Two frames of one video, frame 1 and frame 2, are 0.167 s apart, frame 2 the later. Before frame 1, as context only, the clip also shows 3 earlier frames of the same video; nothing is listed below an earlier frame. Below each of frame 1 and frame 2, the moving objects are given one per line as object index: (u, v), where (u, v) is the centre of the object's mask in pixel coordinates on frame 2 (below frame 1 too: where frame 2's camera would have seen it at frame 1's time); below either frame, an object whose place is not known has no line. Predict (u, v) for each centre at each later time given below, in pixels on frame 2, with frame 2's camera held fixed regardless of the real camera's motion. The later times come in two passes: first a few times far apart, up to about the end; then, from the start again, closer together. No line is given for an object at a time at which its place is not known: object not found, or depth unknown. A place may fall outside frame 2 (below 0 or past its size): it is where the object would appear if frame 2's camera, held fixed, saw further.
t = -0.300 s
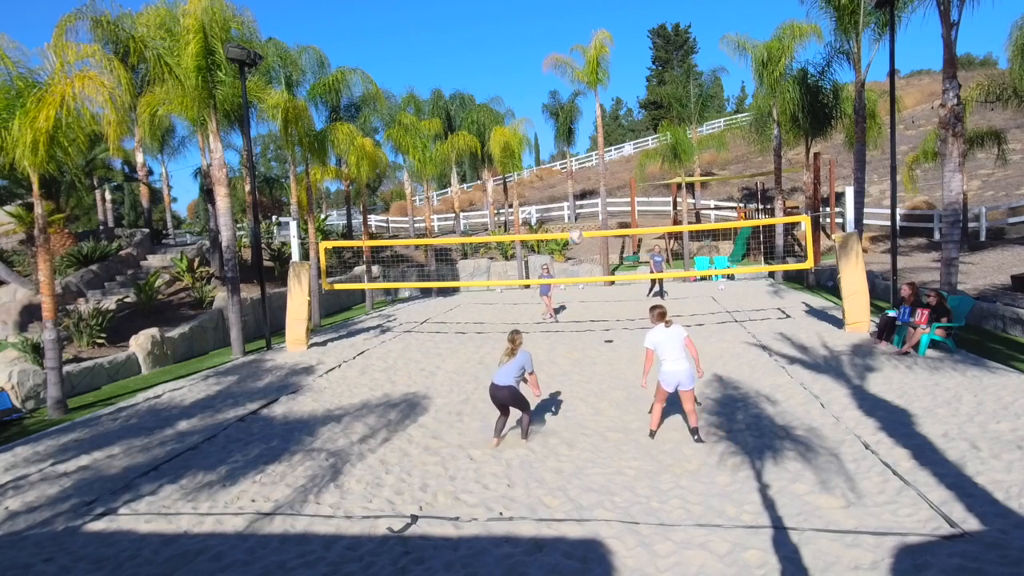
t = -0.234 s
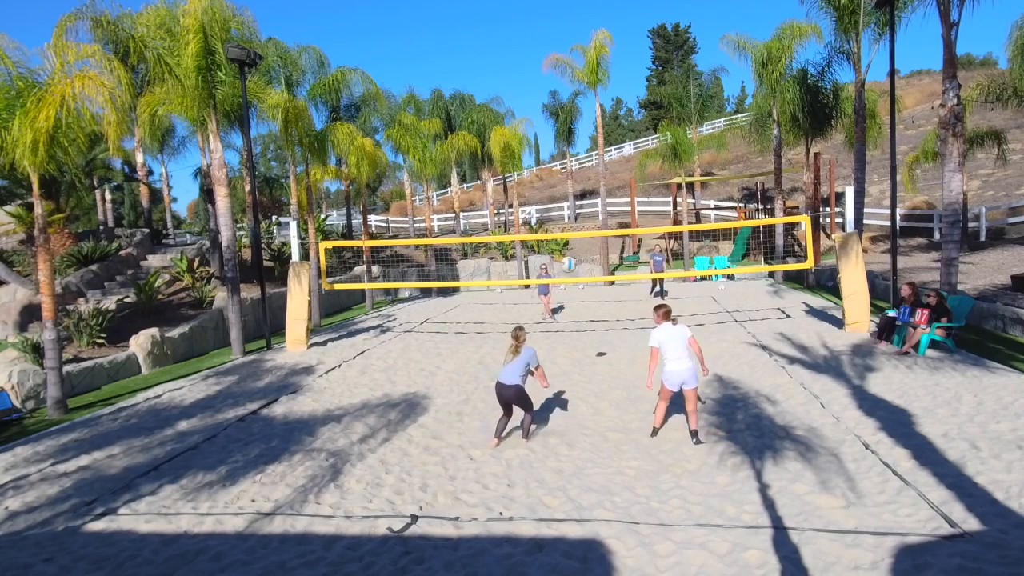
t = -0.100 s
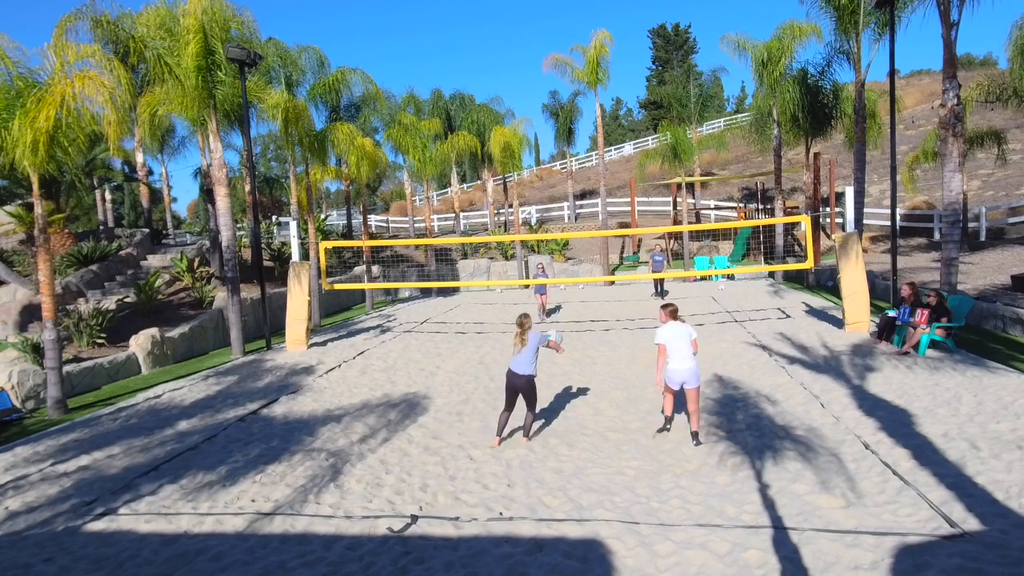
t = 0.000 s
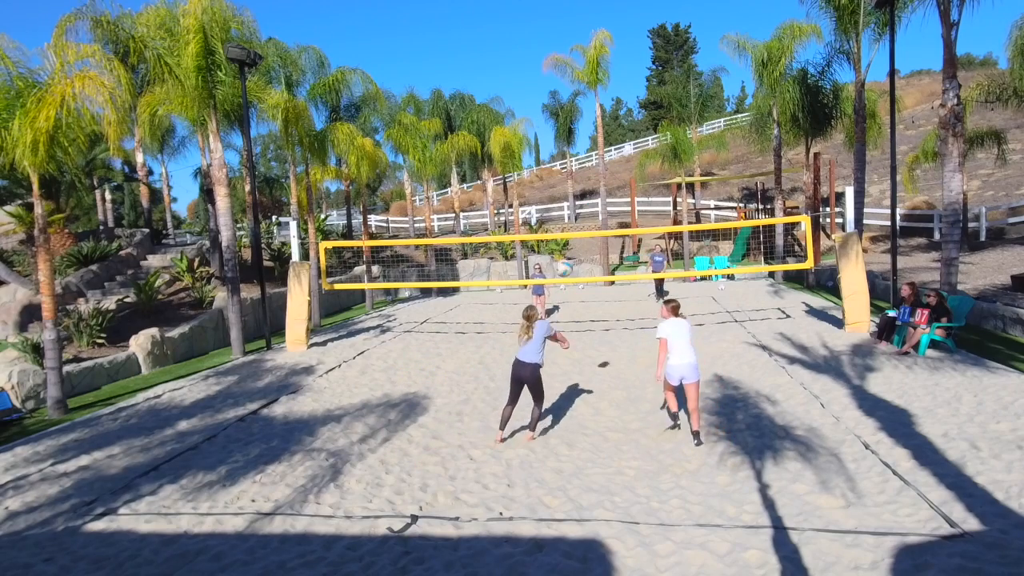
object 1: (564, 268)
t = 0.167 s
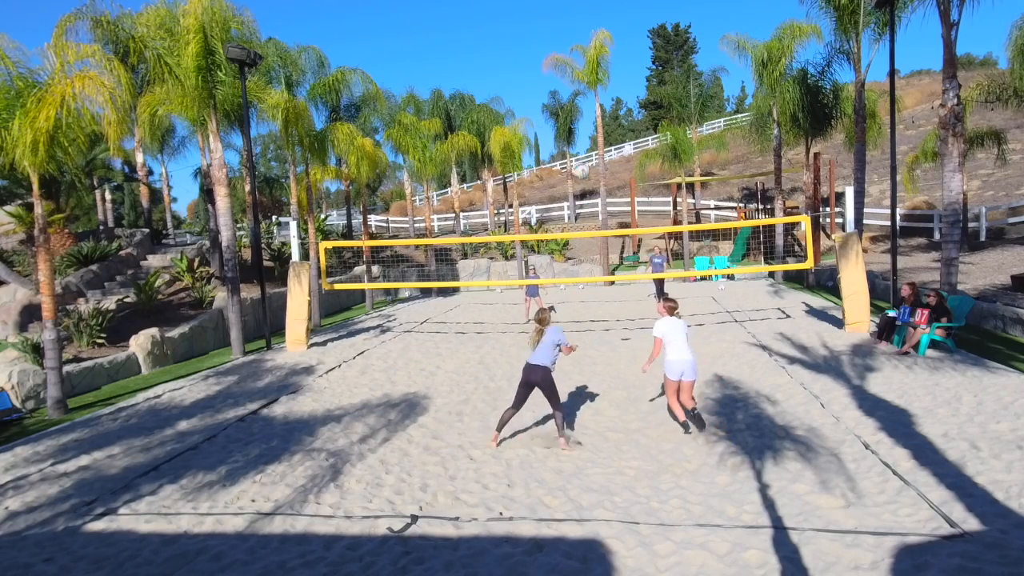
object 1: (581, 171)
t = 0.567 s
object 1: (618, 37)
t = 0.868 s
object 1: (647, 22)
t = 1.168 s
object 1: (676, 72)
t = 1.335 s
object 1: (691, 127)
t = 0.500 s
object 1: (612, 51)
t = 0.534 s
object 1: (615, 44)
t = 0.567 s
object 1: (618, 37)
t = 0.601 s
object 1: (621, 32)
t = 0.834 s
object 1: (644, 20)
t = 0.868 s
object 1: (647, 22)
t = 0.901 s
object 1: (649, 24)
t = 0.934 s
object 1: (653, 28)
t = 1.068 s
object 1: (666, 48)
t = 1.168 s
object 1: (676, 72)
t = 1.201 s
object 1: (679, 82)
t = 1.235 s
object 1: (682, 93)
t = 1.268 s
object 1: (685, 103)
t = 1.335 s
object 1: (691, 127)
